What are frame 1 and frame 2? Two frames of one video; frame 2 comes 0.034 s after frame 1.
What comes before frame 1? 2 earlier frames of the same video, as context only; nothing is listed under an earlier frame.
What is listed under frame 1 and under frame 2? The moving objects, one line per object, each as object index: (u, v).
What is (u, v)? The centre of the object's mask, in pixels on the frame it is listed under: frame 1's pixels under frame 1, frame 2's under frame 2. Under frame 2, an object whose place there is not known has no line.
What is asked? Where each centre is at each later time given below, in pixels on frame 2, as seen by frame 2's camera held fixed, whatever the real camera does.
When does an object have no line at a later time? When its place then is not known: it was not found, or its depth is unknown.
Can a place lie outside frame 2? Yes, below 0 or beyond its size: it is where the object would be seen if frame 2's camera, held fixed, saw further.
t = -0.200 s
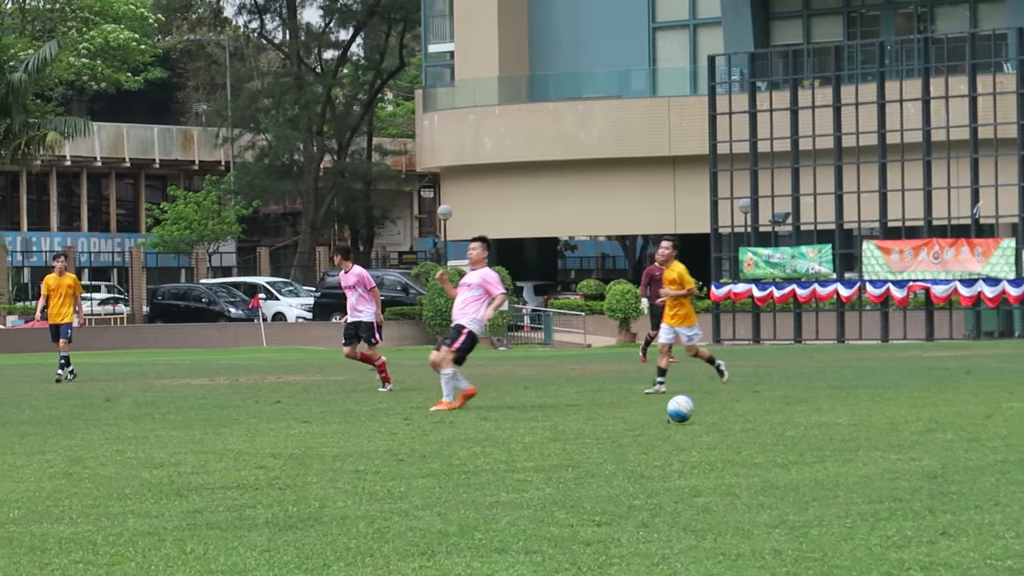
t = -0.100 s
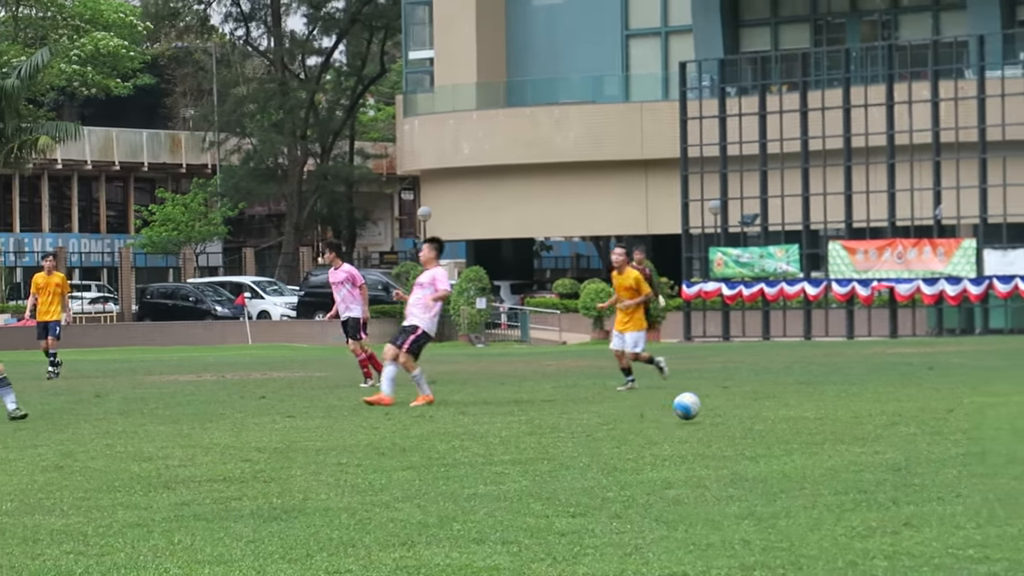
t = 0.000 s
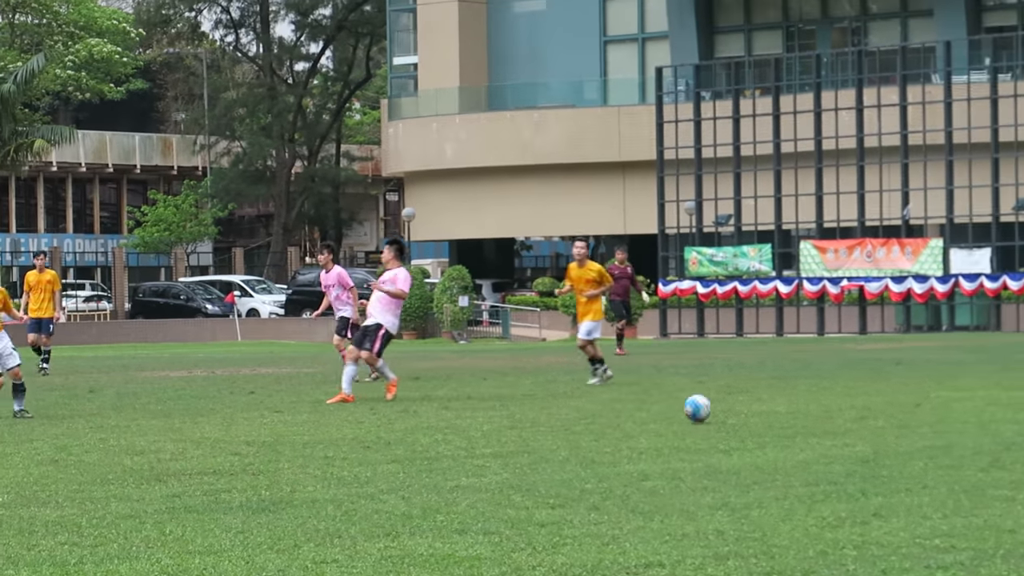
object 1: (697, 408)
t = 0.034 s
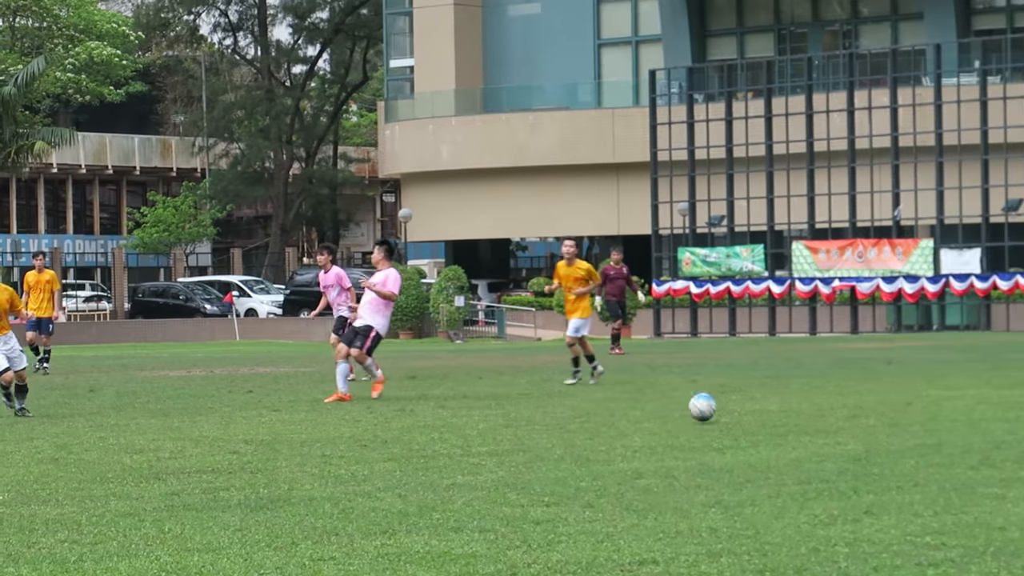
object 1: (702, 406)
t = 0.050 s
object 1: (706, 406)
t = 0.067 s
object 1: (710, 407)
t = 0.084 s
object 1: (715, 408)
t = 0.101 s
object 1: (720, 410)
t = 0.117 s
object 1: (726, 411)
